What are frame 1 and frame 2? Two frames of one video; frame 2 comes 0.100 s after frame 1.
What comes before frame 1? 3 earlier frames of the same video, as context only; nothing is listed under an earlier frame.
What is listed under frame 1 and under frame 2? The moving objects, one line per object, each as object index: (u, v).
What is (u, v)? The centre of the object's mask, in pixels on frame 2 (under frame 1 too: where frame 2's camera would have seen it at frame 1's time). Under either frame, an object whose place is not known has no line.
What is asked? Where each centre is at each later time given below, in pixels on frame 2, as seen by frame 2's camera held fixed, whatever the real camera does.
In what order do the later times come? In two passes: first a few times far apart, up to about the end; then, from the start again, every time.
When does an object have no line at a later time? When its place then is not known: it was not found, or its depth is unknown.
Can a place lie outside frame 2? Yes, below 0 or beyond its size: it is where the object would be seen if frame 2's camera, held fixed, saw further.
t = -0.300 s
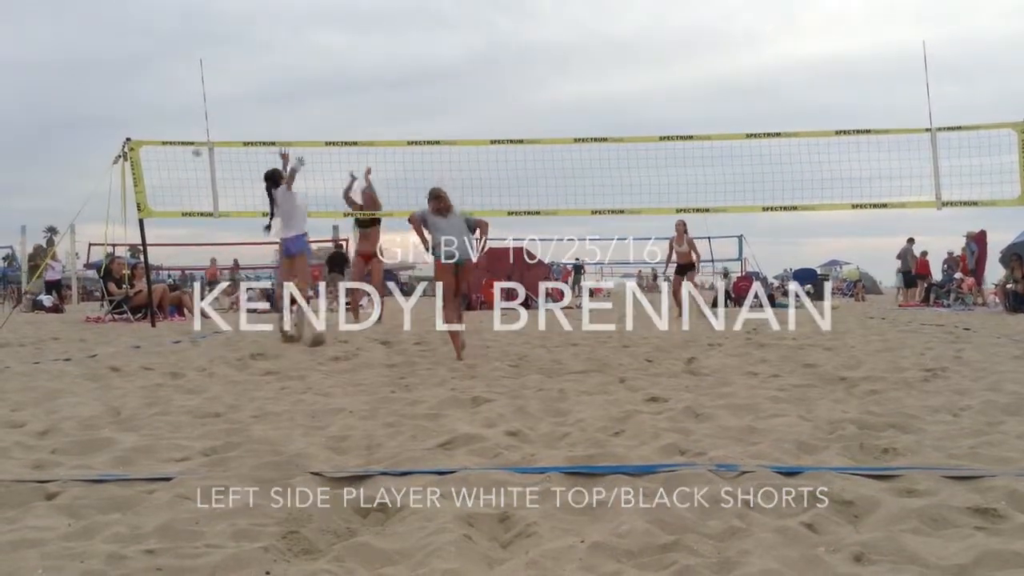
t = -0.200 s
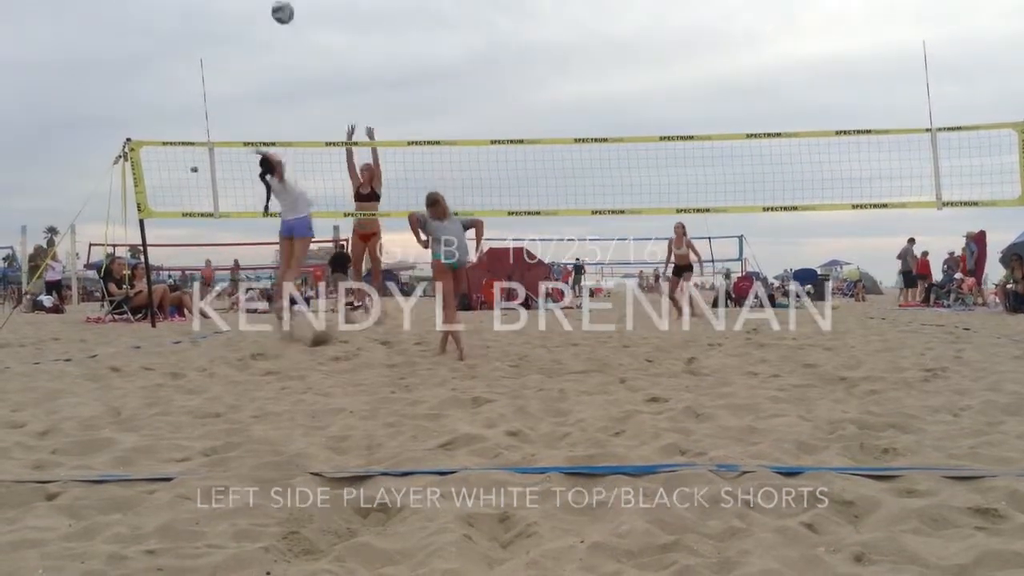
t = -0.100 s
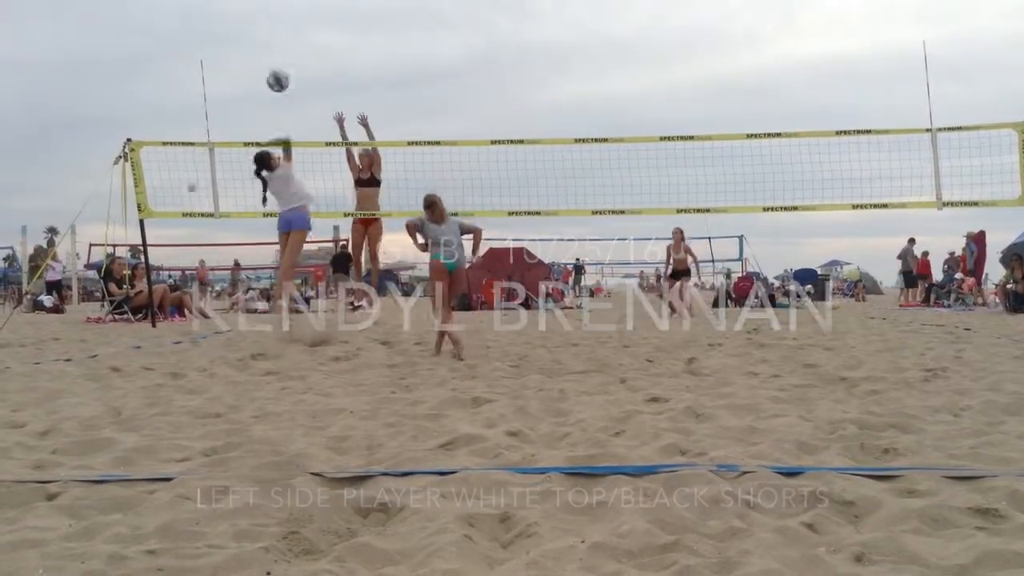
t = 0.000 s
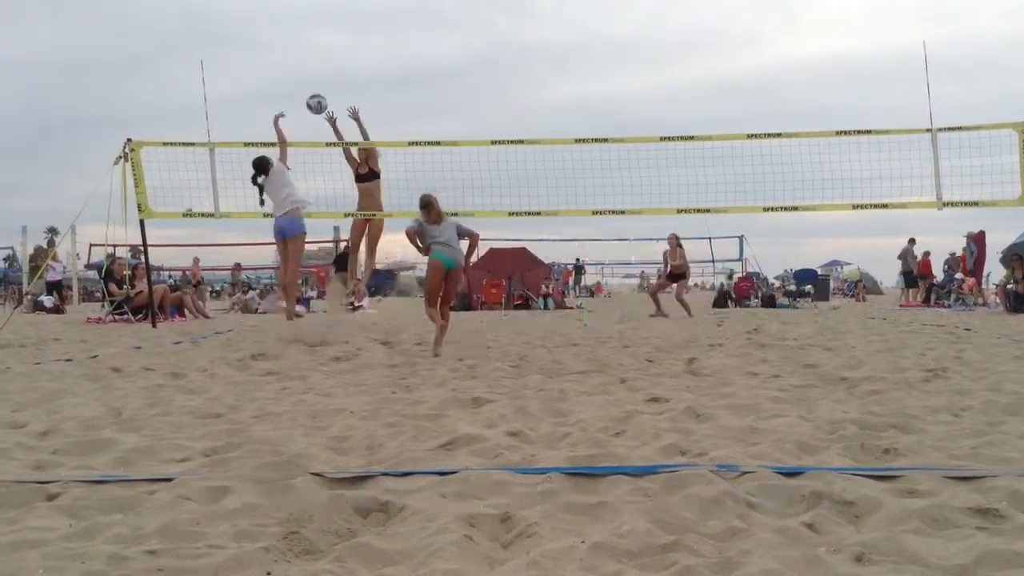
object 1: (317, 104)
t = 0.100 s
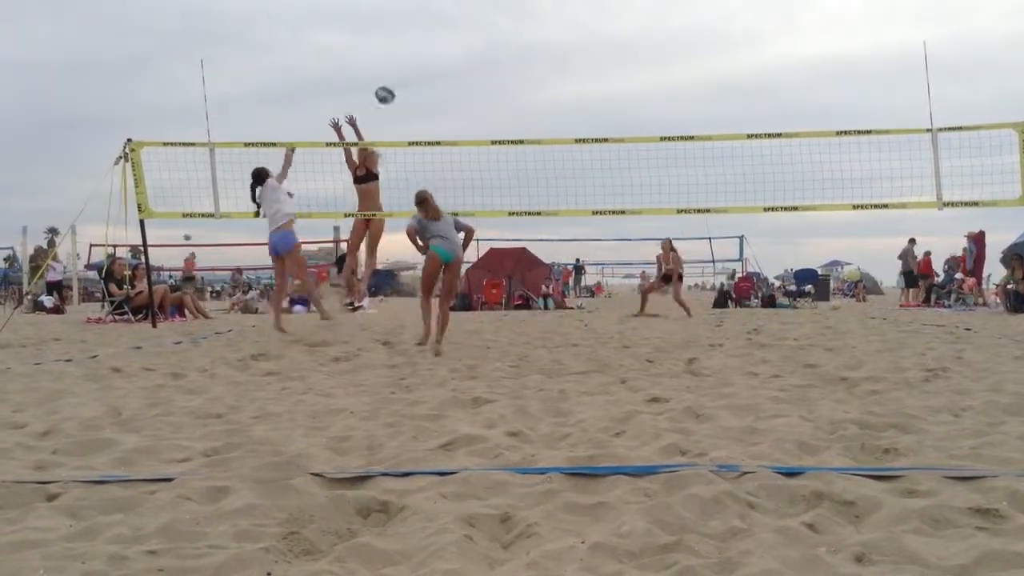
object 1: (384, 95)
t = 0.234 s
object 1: (462, 98)
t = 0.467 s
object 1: (567, 134)
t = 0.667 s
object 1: (640, 192)
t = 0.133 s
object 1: (406, 94)
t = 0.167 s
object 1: (426, 94)
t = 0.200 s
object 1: (444, 96)
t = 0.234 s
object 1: (462, 98)
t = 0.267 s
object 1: (479, 101)
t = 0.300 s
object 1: (495, 105)
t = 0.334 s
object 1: (511, 110)
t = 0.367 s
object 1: (527, 115)
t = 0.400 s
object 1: (541, 122)
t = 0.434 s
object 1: (555, 128)
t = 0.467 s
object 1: (567, 134)
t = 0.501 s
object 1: (581, 147)
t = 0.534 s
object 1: (594, 153)
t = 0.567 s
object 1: (606, 162)
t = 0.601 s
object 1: (618, 172)
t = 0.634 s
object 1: (628, 182)
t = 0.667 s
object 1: (640, 192)
